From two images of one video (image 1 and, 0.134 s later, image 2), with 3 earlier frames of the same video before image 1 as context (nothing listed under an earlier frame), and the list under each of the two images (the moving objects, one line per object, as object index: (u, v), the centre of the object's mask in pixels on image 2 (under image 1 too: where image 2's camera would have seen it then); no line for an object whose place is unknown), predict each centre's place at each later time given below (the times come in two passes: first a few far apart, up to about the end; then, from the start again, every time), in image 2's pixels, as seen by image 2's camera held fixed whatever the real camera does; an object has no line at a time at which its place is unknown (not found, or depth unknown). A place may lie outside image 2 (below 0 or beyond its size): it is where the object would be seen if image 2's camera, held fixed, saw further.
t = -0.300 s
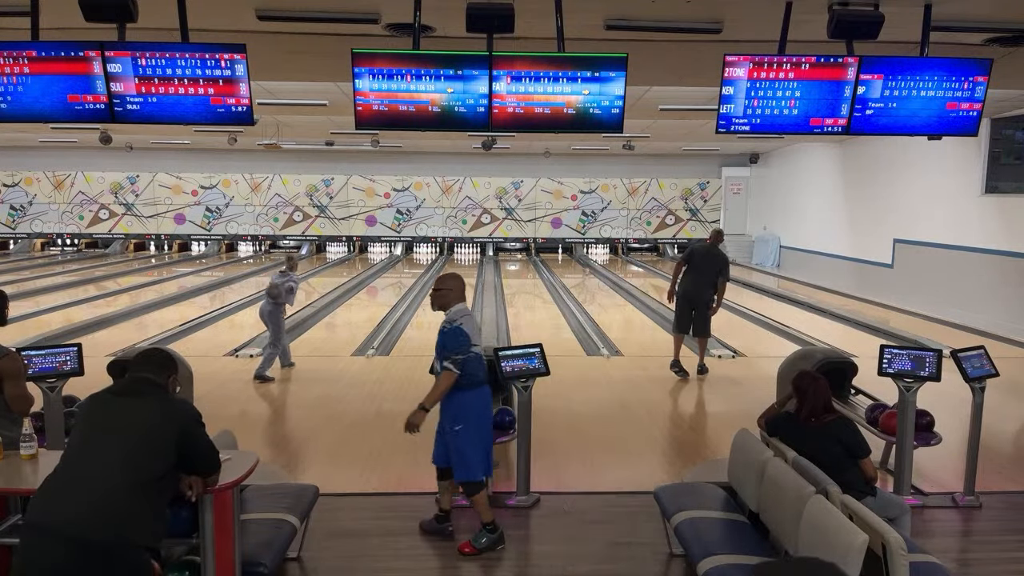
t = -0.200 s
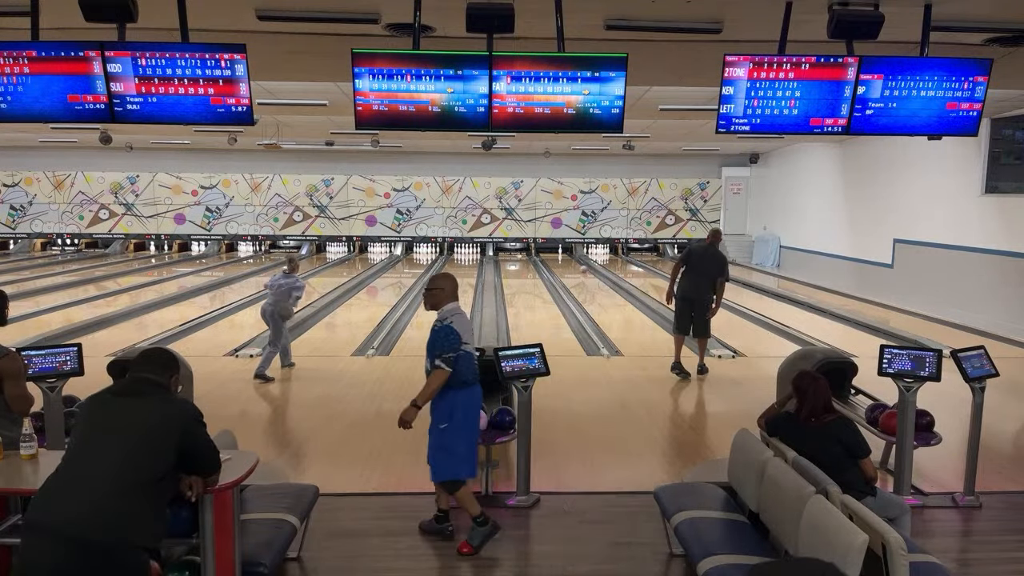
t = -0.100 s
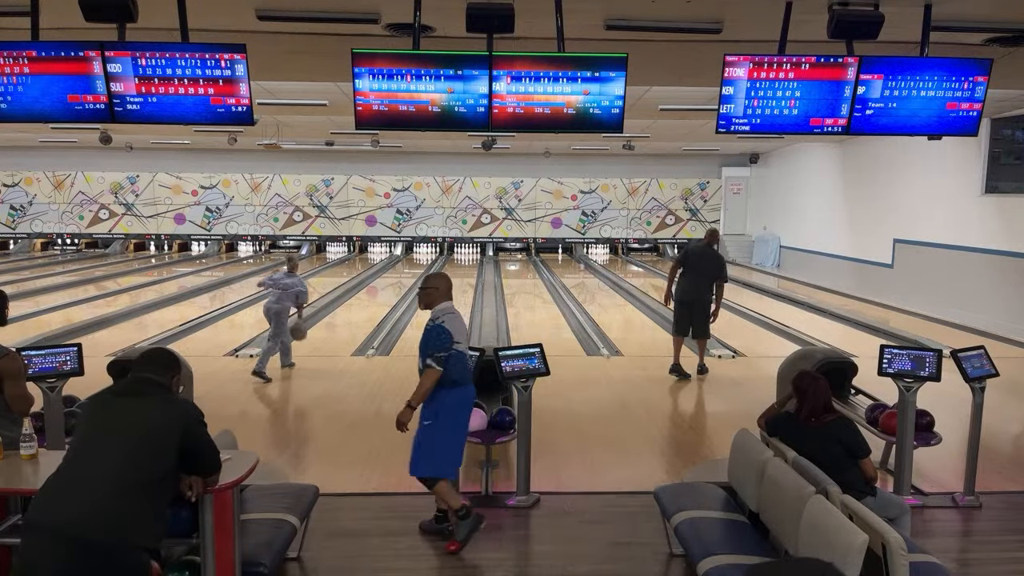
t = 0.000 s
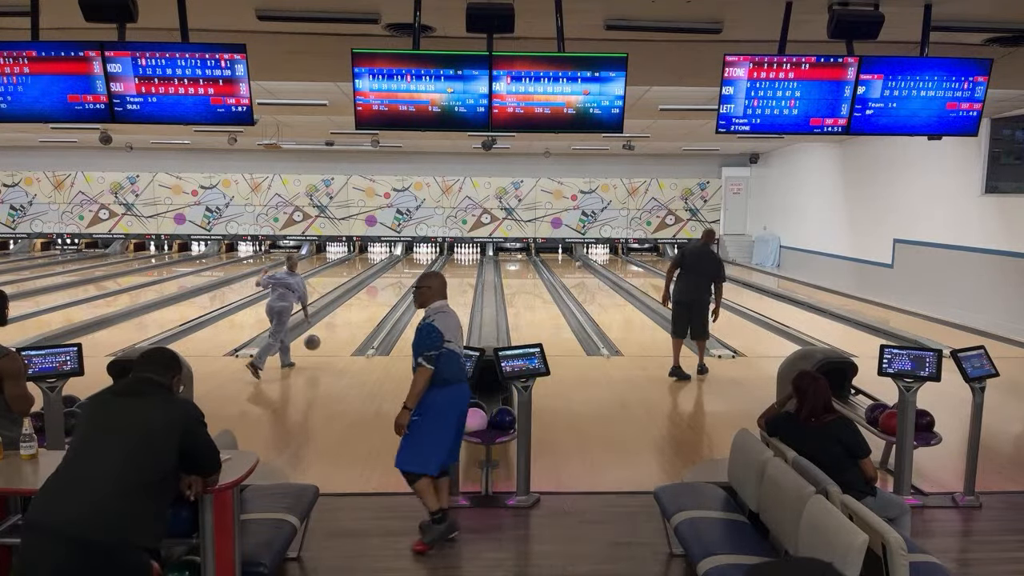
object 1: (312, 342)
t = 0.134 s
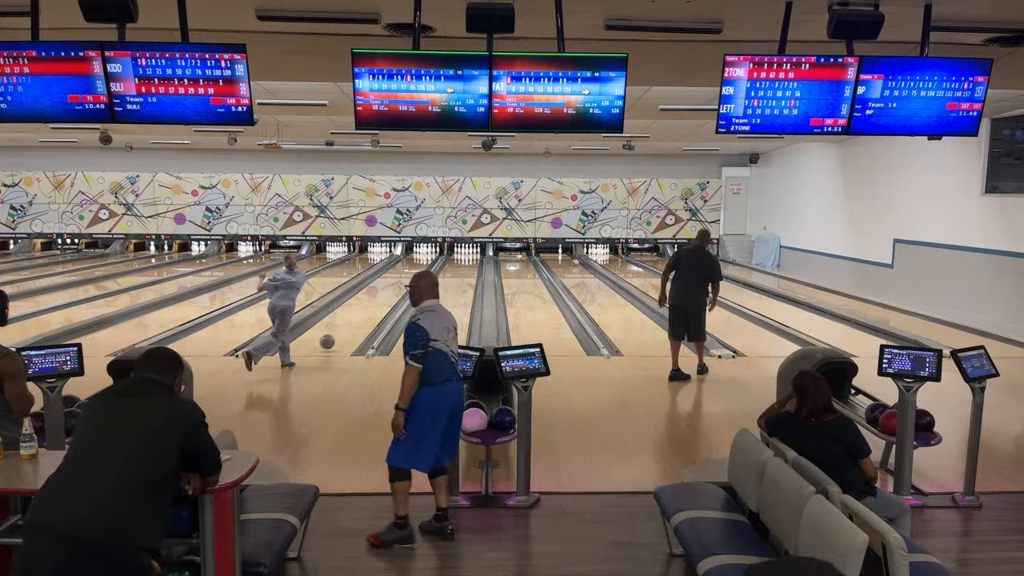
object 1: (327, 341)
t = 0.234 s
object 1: (336, 336)
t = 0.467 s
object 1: (355, 322)
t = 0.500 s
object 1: (358, 320)
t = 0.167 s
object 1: (330, 339)
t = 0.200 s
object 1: (333, 337)
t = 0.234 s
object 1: (336, 336)
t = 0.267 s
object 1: (339, 334)
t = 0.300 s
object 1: (342, 332)
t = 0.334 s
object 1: (345, 330)
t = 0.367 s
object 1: (348, 328)
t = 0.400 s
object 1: (350, 326)
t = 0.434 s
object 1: (353, 324)
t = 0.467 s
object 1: (355, 322)
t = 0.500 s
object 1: (358, 320)
